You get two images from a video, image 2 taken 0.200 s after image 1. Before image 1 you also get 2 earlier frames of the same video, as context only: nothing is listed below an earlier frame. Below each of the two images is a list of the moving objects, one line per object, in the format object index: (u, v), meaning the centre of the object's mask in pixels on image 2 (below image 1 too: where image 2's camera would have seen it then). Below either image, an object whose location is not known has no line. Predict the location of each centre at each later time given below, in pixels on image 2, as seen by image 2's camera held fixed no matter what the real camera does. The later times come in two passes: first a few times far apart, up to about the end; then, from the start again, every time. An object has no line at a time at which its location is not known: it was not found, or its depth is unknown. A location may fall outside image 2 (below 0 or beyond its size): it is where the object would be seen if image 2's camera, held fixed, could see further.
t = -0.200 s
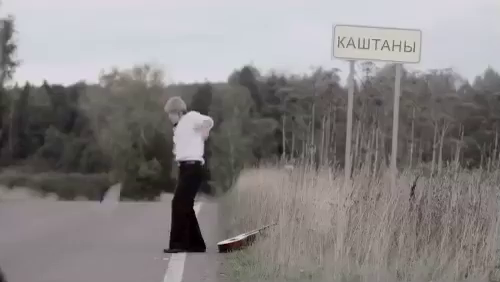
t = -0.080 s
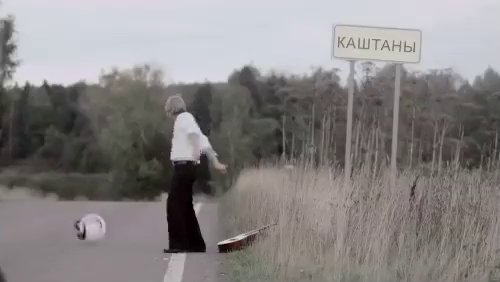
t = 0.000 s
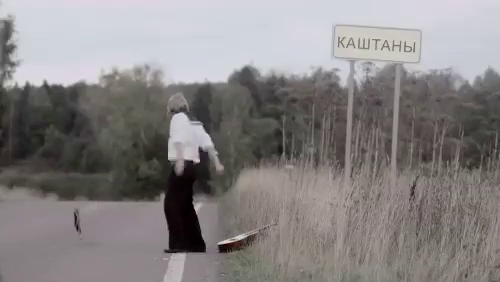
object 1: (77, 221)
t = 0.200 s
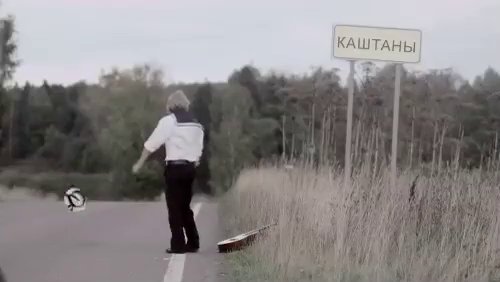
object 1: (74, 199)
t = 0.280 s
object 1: (67, 203)
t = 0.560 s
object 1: (62, 234)
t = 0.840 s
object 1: (64, 236)
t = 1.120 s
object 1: (65, 235)
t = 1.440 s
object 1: (64, 236)
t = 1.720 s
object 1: (64, 236)
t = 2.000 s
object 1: (64, 236)
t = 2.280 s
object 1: (64, 236)
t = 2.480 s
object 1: (64, 235)
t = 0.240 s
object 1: (72, 201)
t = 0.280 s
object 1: (67, 203)
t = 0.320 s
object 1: (70, 209)
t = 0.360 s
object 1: (69, 213)
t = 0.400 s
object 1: (65, 219)
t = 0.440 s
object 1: (63, 230)
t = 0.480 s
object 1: (63, 234)
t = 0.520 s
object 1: (62, 234)
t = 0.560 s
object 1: (62, 234)
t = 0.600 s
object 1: (64, 233)
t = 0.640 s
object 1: (64, 234)
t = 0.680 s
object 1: (64, 234)
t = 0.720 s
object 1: (64, 235)
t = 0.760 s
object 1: (64, 235)
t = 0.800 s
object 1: (64, 235)
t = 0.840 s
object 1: (64, 236)
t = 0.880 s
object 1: (64, 236)
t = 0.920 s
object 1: (64, 236)
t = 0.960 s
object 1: (64, 236)
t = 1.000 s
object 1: (64, 236)
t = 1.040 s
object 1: (64, 235)
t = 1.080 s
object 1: (64, 235)
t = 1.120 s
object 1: (65, 235)
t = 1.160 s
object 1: (65, 236)
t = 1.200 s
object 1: (65, 235)
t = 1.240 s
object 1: (65, 235)
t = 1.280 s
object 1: (64, 236)
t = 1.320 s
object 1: (65, 235)
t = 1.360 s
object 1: (64, 236)
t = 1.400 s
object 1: (64, 236)
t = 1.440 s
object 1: (64, 236)
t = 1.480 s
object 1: (64, 236)
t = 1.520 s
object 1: (64, 236)
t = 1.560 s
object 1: (64, 235)
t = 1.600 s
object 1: (65, 236)
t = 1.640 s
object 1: (64, 236)
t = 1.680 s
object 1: (64, 235)
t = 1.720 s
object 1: (64, 236)
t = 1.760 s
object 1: (64, 236)
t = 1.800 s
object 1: (64, 236)
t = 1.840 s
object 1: (64, 236)
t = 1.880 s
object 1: (64, 235)
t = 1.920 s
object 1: (64, 235)
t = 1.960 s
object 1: (64, 236)
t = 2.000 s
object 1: (64, 236)
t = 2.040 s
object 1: (64, 236)
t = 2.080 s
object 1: (64, 236)
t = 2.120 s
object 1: (64, 236)
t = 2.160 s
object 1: (64, 235)
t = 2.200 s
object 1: (64, 236)
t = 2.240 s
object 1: (64, 235)
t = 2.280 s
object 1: (64, 236)
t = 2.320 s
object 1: (64, 235)
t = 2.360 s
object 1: (64, 235)
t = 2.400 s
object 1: (64, 236)
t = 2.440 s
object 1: (64, 235)
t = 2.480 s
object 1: (64, 235)
